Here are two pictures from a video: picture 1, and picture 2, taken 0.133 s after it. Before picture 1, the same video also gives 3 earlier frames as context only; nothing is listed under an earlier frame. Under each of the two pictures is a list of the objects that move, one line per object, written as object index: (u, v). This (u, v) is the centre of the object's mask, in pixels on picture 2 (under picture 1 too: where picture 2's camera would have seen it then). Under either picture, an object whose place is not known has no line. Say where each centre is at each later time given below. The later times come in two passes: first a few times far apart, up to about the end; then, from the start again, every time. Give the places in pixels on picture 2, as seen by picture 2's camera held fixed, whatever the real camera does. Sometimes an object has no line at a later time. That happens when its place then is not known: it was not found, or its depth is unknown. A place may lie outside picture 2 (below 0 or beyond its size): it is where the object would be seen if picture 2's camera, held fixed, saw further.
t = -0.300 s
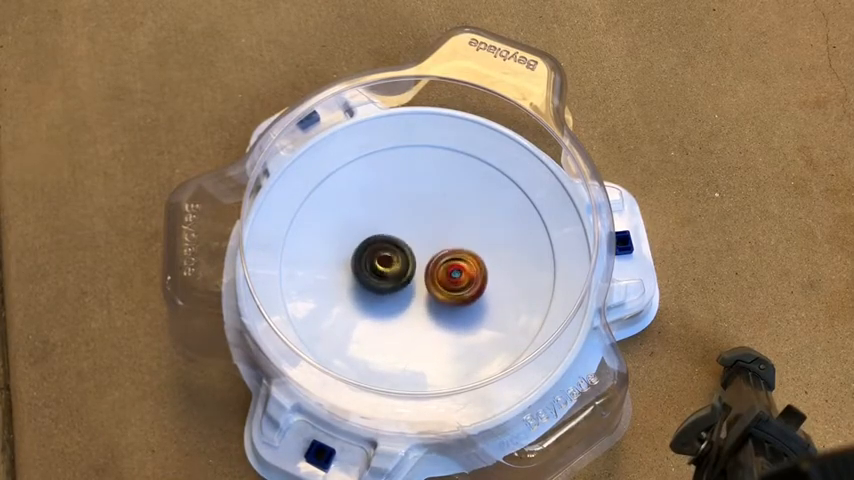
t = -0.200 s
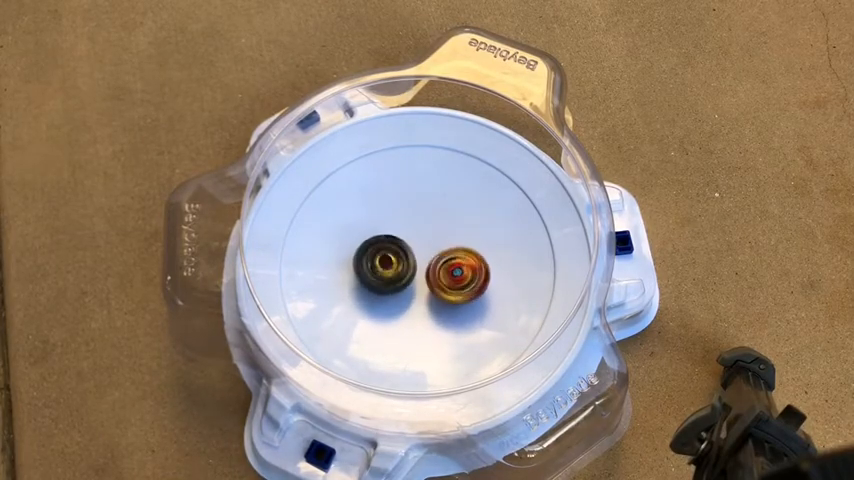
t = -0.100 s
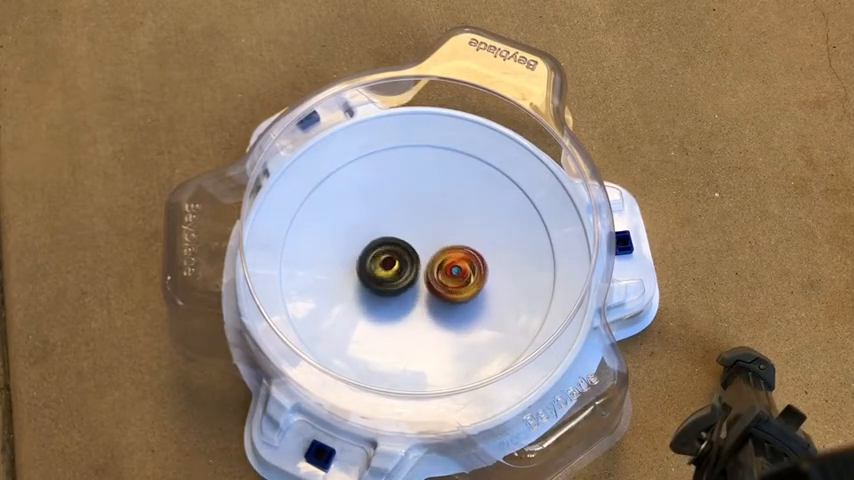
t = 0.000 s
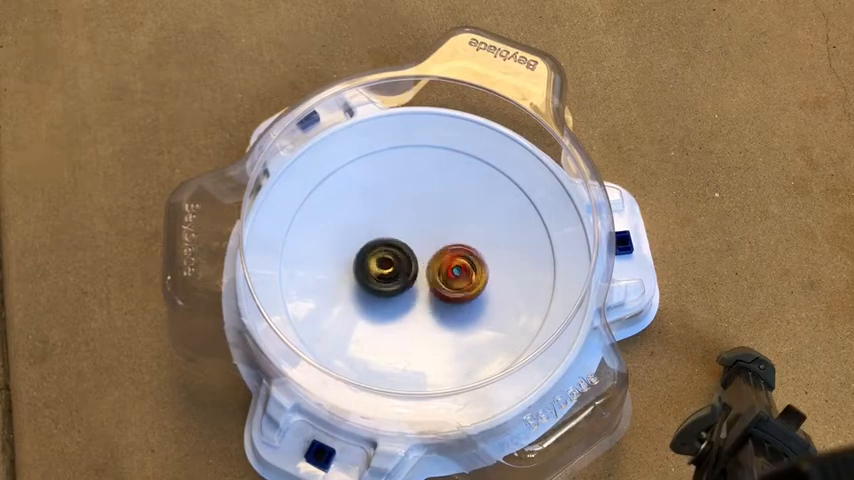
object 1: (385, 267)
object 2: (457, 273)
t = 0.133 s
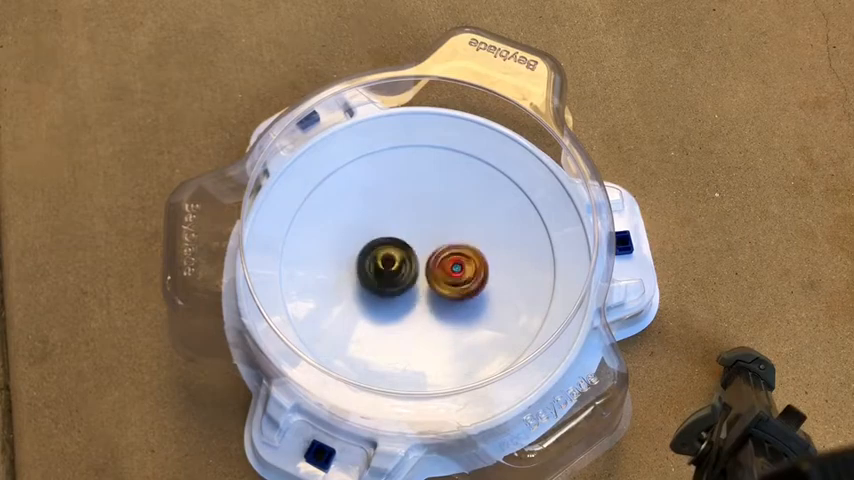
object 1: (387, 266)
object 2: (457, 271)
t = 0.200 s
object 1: (389, 267)
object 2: (455, 270)
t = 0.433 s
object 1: (384, 266)
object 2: (456, 266)
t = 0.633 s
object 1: (385, 267)
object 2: (451, 264)
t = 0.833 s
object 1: (384, 267)
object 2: (453, 260)
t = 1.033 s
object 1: (377, 270)
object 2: (458, 258)
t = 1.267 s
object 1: (384, 272)
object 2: (454, 257)
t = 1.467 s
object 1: (381, 274)
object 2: (454, 257)
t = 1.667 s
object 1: (387, 272)
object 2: (450, 256)
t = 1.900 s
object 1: (384, 272)
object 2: (450, 257)
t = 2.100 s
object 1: (379, 274)
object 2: (451, 257)
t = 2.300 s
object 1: (383, 274)
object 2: (447, 259)
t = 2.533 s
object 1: (373, 275)
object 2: (452, 260)
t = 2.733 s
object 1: (376, 275)
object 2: (456, 259)
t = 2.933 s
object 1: (386, 275)
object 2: (454, 262)
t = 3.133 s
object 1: (378, 276)
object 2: (460, 259)
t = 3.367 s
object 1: (385, 274)
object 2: (457, 259)
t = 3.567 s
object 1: (383, 271)
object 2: (455, 256)
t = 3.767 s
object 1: (385, 271)
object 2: (450, 253)
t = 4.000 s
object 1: (380, 273)
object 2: (449, 252)
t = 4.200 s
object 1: (379, 274)
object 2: (448, 254)
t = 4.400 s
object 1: (380, 277)
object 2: (448, 252)
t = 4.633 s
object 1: (384, 276)
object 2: (445, 251)
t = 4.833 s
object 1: (379, 279)
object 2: (448, 251)
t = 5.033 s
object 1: (382, 279)
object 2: (448, 249)
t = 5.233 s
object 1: (386, 281)
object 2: (446, 252)
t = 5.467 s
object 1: (379, 285)
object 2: (450, 249)
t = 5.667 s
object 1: (386, 283)
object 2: (447, 250)
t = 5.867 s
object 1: (381, 284)
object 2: (449, 249)
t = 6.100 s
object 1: (387, 279)
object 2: (446, 248)
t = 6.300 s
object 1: (384, 277)
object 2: (447, 245)
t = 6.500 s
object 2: (449, 245)
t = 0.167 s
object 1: (388, 266)
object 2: (456, 270)
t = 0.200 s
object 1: (389, 267)
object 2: (455, 270)
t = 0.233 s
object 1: (384, 266)
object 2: (458, 270)
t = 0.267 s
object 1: (382, 266)
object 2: (458, 269)
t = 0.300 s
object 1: (382, 265)
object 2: (459, 268)
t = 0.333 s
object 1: (382, 265)
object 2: (459, 268)
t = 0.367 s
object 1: (382, 265)
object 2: (458, 267)
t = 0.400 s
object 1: (383, 265)
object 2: (457, 267)
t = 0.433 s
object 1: (384, 266)
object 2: (456, 266)
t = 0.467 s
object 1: (385, 266)
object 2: (455, 266)
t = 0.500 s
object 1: (386, 266)
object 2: (453, 265)
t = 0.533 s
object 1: (387, 267)
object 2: (452, 265)
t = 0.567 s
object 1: (385, 267)
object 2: (453, 265)
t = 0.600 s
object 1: (385, 267)
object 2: (451, 265)
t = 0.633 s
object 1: (385, 267)
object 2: (451, 264)
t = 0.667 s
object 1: (382, 267)
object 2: (452, 264)
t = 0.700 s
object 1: (381, 267)
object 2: (452, 264)
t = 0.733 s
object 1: (381, 267)
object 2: (453, 262)
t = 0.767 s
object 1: (382, 267)
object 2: (453, 262)
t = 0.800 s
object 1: (383, 267)
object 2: (453, 261)
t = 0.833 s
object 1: (384, 267)
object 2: (453, 260)
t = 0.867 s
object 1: (385, 268)
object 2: (452, 260)
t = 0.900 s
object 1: (386, 268)
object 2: (451, 259)
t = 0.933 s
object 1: (380, 269)
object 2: (456, 259)
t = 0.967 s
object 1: (377, 270)
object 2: (456, 259)
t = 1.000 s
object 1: (376, 269)
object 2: (457, 258)
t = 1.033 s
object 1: (377, 270)
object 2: (458, 258)
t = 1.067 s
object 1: (377, 269)
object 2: (458, 257)
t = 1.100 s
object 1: (378, 270)
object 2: (458, 257)
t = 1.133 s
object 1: (379, 271)
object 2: (458, 257)
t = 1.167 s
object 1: (380, 271)
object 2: (458, 256)
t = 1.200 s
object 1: (381, 272)
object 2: (458, 256)
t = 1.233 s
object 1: (382, 272)
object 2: (456, 256)
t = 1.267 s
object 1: (384, 272)
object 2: (454, 257)
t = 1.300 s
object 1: (386, 272)
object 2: (453, 257)
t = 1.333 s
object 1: (387, 272)
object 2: (453, 257)
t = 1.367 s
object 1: (386, 273)
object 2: (453, 258)
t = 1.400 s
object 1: (387, 273)
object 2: (451, 258)
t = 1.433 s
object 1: (383, 274)
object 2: (454, 257)
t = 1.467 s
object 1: (381, 274)
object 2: (454, 257)
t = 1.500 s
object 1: (380, 274)
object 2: (455, 256)
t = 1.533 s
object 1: (381, 273)
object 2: (454, 257)
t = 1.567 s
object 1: (382, 273)
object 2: (453, 256)
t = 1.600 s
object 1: (383, 272)
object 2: (453, 257)
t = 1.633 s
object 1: (385, 272)
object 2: (452, 257)
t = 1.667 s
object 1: (387, 272)
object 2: (450, 256)
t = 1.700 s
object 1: (387, 272)
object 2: (450, 257)
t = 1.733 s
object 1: (383, 273)
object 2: (451, 257)
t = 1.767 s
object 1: (380, 273)
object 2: (451, 257)
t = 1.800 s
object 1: (380, 273)
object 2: (451, 256)
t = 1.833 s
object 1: (381, 273)
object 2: (451, 257)
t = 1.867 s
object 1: (382, 272)
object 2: (451, 256)
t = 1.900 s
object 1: (384, 272)
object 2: (450, 257)
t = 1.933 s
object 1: (385, 272)
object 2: (449, 257)
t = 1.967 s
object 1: (385, 273)
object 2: (449, 257)
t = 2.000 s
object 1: (384, 273)
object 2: (448, 258)
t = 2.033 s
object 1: (381, 274)
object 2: (451, 257)
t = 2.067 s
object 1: (380, 274)
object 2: (450, 258)
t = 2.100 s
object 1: (379, 274)
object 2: (451, 257)
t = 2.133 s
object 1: (379, 274)
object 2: (451, 257)
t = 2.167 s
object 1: (379, 274)
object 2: (451, 257)
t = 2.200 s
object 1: (380, 274)
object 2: (450, 257)
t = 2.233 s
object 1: (381, 274)
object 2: (449, 257)
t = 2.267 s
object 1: (382, 274)
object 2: (448, 258)
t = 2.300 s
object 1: (383, 274)
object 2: (447, 259)
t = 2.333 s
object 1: (384, 274)
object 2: (447, 259)
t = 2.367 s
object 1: (383, 274)
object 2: (448, 260)
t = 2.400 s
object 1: (382, 274)
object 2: (447, 260)
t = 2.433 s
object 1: (383, 273)
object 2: (447, 260)
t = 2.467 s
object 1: (383, 273)
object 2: (449, 261)
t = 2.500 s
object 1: (376, 274)
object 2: (452, 260)
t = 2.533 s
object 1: (373, 275)
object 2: (452, 260)
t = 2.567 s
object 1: (372, 276)
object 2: (454, 259)
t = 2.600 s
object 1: (372, 275)
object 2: (454, 259)
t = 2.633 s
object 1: (372, 274)
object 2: (456, 259)
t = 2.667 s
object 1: (374, 275)
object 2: (456, 259)
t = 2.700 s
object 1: (375, 274)
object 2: (456, 259)
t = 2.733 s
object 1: (376, 275)
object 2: (456, 259)
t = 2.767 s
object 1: (378, 274)
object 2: (455, 260)
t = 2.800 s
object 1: (380, 274)
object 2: (456, 260)
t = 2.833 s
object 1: (382, 274)
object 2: (455, 260)
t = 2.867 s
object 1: (385, 274)
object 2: (453, 261)
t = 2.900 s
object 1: (388, 274)
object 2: (452, 262)
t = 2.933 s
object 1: (386, 275)
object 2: (454, 262)
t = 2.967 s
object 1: (379, 277)
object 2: (460, 262)
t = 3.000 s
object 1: (375, 278)
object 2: (459, 261)
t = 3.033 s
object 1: (375, 278)
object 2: (459, 260)
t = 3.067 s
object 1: (376, 278)
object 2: (460, 260)
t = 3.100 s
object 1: (376, 277)
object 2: (459, 260)
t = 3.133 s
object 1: (378, 276)
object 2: (460, 259)
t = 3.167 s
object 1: (379, 276)
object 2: (459, 259)
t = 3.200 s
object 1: (381, 275)
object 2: (458, 258)
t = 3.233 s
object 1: (383, 274)
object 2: (456, 259)
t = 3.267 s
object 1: (385, 273)
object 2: (455, 259)
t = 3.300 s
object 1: (387, 273)
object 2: (454, 259)
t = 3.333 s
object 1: (389, 273)
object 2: (453, 258)
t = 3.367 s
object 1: (385, 274)
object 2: (457, 259)
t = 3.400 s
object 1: (380, 274)
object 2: (457, 259)
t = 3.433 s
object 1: (379, 273)
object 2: (457, 258)
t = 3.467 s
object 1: (379, 273)
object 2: (457, 256)
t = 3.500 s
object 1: (380, 272)
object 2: (456, 256)
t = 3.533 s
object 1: (381, 272)
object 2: (455, 255)
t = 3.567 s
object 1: (383, 271)
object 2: (455, 256)
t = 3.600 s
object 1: (384, 271)
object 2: (453, 254)
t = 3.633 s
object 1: (386, 270)
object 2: (452, 255)
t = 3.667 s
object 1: (387, 270)
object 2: (450, 254)
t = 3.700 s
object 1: (385, 270)
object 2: (453, 255)
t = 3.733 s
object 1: (385, 271)
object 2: (451, 255)
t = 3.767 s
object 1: (385, 271)
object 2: (450, 253)
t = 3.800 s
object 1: (385, 270)
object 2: (450, 253)
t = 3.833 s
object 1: (384, 270)
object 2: (449, 254)
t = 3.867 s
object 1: (381, 272)
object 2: (451, 253)
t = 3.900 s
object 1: (379, 273)
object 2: (450, 254)
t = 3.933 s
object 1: (379, 273)
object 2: (450, 252)
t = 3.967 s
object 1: (380, 273)
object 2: (451, 253)
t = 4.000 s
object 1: (380, 273)
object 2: (449, 252)
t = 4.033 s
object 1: (380, 273)
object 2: (450, 252)
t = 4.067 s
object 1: (381, 273)
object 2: (448, 253)
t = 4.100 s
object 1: (382, 272)
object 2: (448, 253)
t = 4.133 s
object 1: (383, 273)
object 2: (446, 253)
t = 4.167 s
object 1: (383, 273)
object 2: (446, 253)
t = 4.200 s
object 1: (379, 274)
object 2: (448, 254)
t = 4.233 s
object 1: (380, 275)
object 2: (447, 254)
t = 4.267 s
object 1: (380, 275)
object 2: (446, 253)
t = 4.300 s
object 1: (380, 275)
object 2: (447, 252)
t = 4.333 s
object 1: (382, 274)
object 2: (445, 254)
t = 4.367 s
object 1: (384, 275)
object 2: (444, 253)
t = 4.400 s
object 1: (380, 277)
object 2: (448, 252)
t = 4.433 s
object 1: (378, 277)
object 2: (447, 253)
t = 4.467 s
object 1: (380, 277)
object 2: (446, 251)
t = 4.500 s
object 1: (380, 277)
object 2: (446, 251)
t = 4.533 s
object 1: (381, 277)
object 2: (446, 252)
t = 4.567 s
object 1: (382, 276)
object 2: (445, 251)
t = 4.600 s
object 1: (384, 276)
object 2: (445, 250)
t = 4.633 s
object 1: (384, 276)
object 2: (445, 251)
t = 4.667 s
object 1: (383, 277)
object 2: (445, 252)
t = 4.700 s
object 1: (384, 277)
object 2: (445, 252)
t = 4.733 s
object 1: (384, 277)
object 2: (445, 251)
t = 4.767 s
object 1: (384, 277)
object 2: (445, 251)
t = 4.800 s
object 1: (384, 276)
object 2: (445, 251)
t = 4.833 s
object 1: (379, 279)
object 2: (448, 251)
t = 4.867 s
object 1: (377, 280)
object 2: (447, 251)
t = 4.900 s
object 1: (377, 280)
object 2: (447, 250)
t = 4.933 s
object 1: (378, 280)
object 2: (448, 250)
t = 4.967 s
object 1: (379, 280)
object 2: (447, 250)
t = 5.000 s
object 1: (380, 279)
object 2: (447, 250)
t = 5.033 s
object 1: (382, 279)
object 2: (448, 249)
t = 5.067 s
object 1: (383, 279)
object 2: (447, 250)
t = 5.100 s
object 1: (385, 278)
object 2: (445, 251)
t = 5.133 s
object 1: (387, 278)
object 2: (446, 250)
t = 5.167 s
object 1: (387, 279)
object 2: (447, 251)
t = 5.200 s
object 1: (385, 281)
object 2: (448, 252)
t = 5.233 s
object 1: (386, 281)
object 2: (446, 252)
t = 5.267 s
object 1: (387, 281)
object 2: (446, 250)
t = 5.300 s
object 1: (387, 280)
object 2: (446, 251)
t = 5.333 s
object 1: (388, 280)
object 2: (446, 252)
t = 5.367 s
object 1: (382, 284)
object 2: (450, 251)
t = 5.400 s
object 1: (379, 285)
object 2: (449, 252)
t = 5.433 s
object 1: (379, 285)
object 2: (449, 250)
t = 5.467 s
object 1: (379, 285)
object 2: (450, 249)
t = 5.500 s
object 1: (380, 284)
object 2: (450, 250)
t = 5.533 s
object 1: (381, 284)
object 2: (449, 250)
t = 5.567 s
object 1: (382, 284)
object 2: (449, 249)
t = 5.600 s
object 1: (383, 284)
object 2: (450, 250)
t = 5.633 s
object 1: (385, 283)
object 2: (449, 250)
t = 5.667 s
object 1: (386, 283)
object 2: (447, 250)
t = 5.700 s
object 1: (388, 282)
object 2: (447, 251)
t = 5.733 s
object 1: (390, 281)
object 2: (446, 251)
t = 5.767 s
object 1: (384, 284)
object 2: (451, 250)
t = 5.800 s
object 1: (381, 285)
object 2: (452, 251)
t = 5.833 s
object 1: (381, 285)
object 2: (450, 250)
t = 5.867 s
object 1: (381, 284)
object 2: (449, 249)
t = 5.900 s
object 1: (382, 283)
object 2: (451, 248)
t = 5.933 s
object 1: (382, 283)
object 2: (450, 249)
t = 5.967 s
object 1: (383, 282)
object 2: (448, 249)
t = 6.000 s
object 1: (384, 281)
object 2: (448, 247)
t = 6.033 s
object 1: (384, 281)
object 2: (448, 248)
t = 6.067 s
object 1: (385, 279)
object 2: (447, 249)
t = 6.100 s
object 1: (387, 279)
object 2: (446, 248)
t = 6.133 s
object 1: (388, 278)
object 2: (445, 248)
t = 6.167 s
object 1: (385, 278)
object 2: (448, 247)
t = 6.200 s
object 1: (384, 279)
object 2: (450, 248)
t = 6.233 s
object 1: (384, 278)
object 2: (447, 248)
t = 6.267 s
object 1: (384, 278)
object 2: (446, 246)
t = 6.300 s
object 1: (384, 277)
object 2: (447, 245)
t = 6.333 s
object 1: (384, 276)
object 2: (446, 246)
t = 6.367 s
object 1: (385, 275)
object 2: (444, 245)
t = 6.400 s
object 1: (384, 275)
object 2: (444, 245)
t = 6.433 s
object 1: (386, 274)
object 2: (445, 245)
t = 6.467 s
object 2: (443, 245)
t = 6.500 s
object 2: (449, 245)
